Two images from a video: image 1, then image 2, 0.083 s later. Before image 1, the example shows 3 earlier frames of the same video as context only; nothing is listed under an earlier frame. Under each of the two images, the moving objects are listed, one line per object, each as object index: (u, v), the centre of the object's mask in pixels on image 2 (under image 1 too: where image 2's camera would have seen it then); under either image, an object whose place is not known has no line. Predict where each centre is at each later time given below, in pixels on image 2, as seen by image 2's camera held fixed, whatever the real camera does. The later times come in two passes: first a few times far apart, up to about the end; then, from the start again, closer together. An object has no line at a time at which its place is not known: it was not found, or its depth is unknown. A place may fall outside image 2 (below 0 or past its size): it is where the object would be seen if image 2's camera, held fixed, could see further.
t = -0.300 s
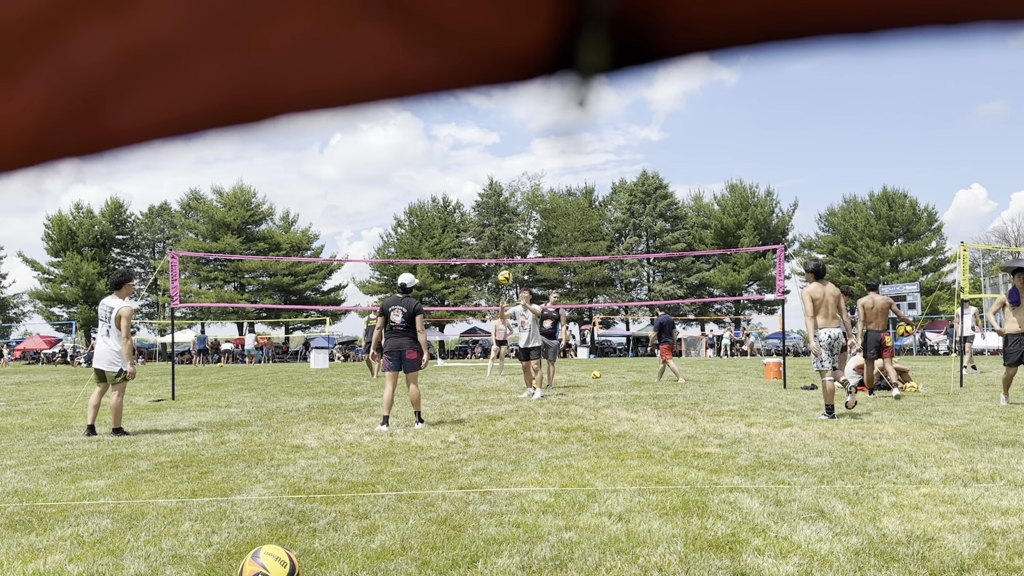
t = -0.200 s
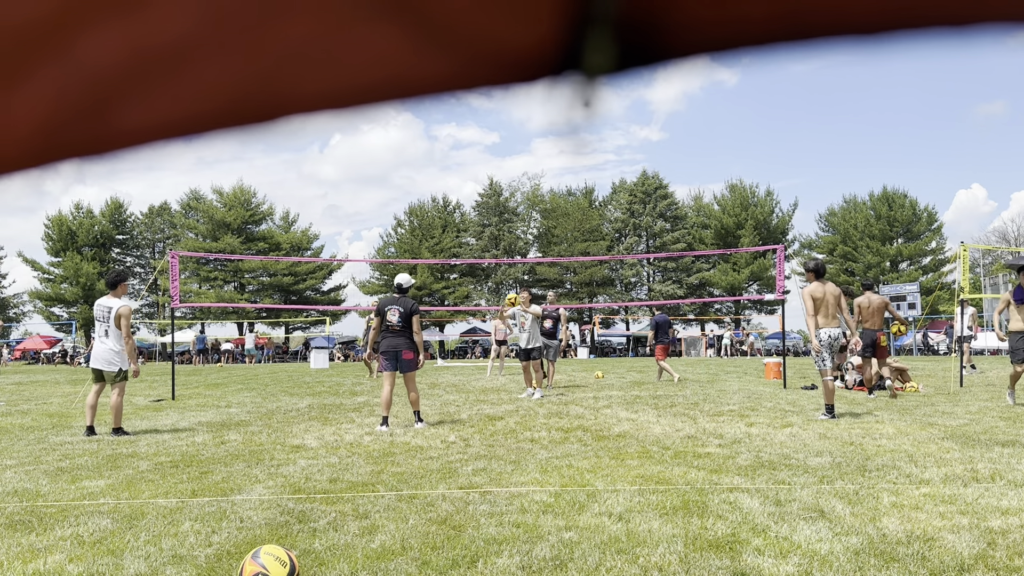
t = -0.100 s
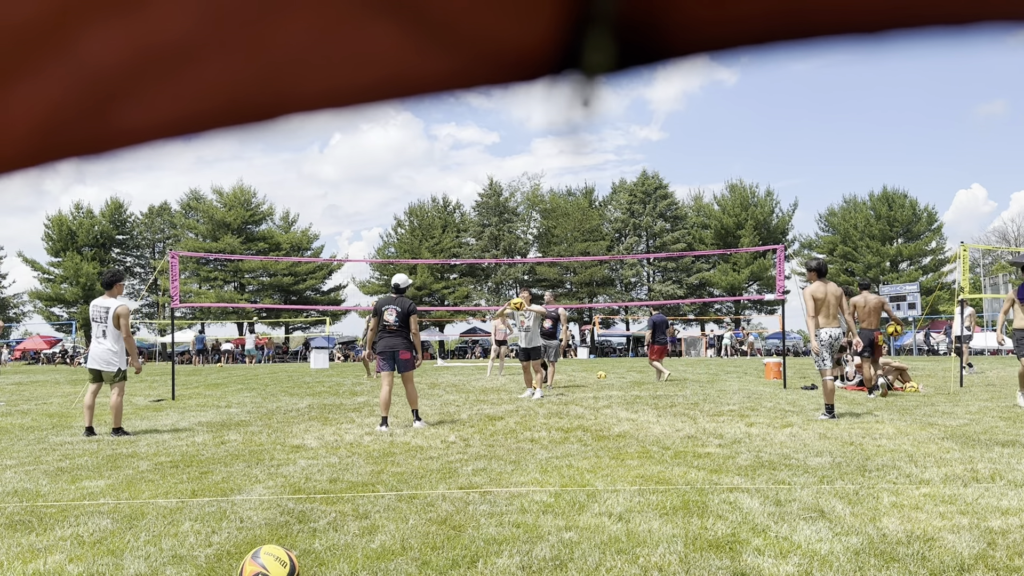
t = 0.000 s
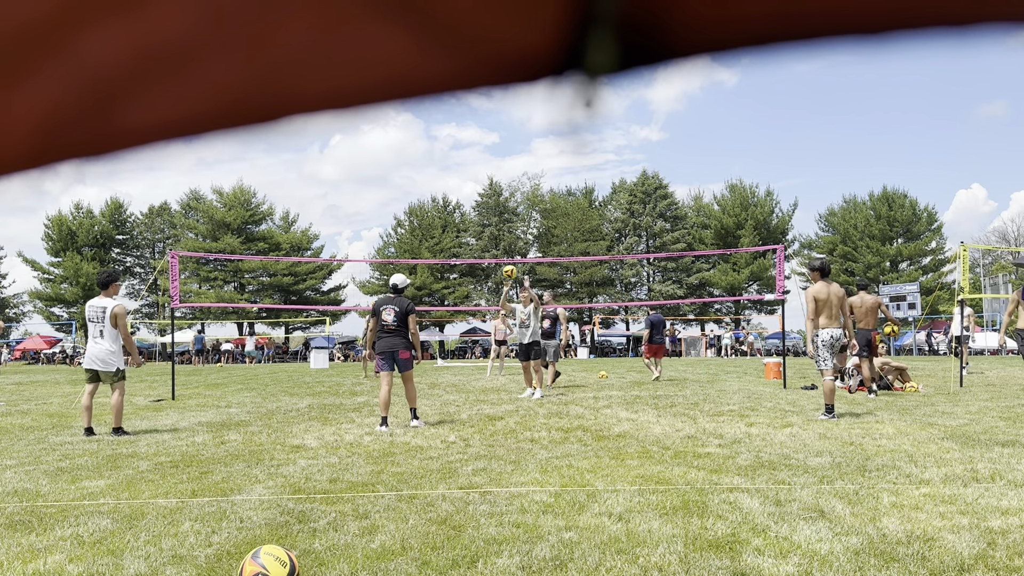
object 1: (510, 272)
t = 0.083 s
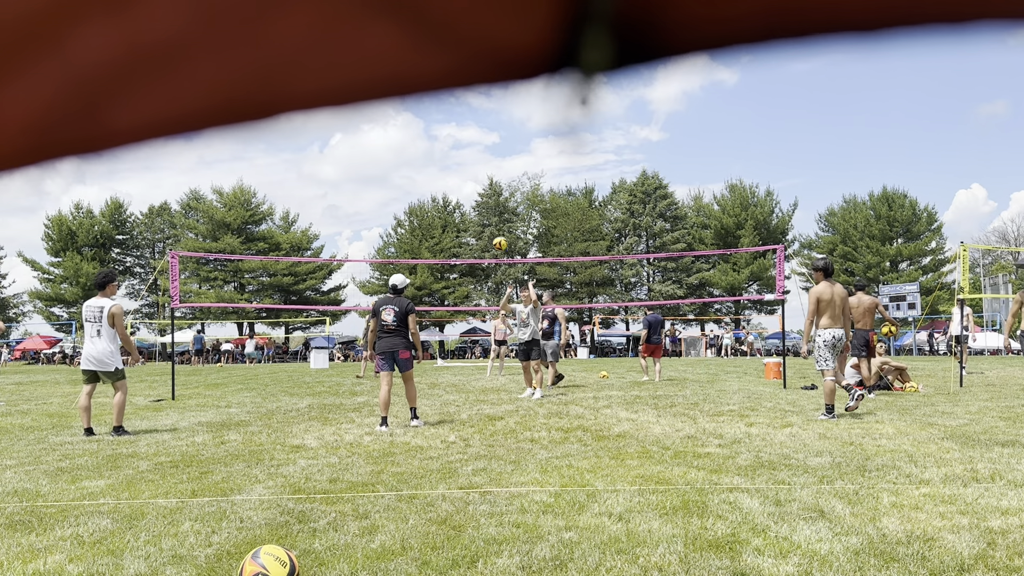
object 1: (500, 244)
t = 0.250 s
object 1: (481, 199)
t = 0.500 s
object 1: (450, 164)
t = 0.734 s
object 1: (414, 172)
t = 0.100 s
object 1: (498, 239)
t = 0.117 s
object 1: (496, 233)
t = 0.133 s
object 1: (494, 228)
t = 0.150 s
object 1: (492, 223)
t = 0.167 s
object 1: (490, 219)
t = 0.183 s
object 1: (488, 215)
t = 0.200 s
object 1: (487, 210)
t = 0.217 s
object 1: (484, 206)
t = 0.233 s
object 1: (483, 202)
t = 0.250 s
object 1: (481, 199)
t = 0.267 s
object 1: (479, 196)
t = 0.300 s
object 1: (474, 189)
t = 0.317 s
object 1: (473, 186)
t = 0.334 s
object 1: (469, 183)
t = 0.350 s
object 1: (467, 180)
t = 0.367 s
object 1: (464, 178)
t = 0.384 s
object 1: (462, 176)
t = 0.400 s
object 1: (460, 174)
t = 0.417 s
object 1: (460, 172)
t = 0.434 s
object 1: (458, 170)
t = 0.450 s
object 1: (456, 168)
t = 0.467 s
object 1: (452, 167)
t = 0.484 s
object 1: (452, 165)
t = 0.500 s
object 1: (450, 164)
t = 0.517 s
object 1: (446, 164)
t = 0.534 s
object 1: (445, 163)
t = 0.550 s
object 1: (443, 162)
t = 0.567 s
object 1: (440, 162)
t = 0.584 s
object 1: (435, 162)
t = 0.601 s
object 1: (433, 163)
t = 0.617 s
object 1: (433, 163)
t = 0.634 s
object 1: (431, 164)
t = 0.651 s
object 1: (429, 164)
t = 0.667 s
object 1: (426, 166)
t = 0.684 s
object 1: (424, 167)
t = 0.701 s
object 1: (421, 168)
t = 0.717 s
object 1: (416, 170)
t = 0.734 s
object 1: (414, 172)
